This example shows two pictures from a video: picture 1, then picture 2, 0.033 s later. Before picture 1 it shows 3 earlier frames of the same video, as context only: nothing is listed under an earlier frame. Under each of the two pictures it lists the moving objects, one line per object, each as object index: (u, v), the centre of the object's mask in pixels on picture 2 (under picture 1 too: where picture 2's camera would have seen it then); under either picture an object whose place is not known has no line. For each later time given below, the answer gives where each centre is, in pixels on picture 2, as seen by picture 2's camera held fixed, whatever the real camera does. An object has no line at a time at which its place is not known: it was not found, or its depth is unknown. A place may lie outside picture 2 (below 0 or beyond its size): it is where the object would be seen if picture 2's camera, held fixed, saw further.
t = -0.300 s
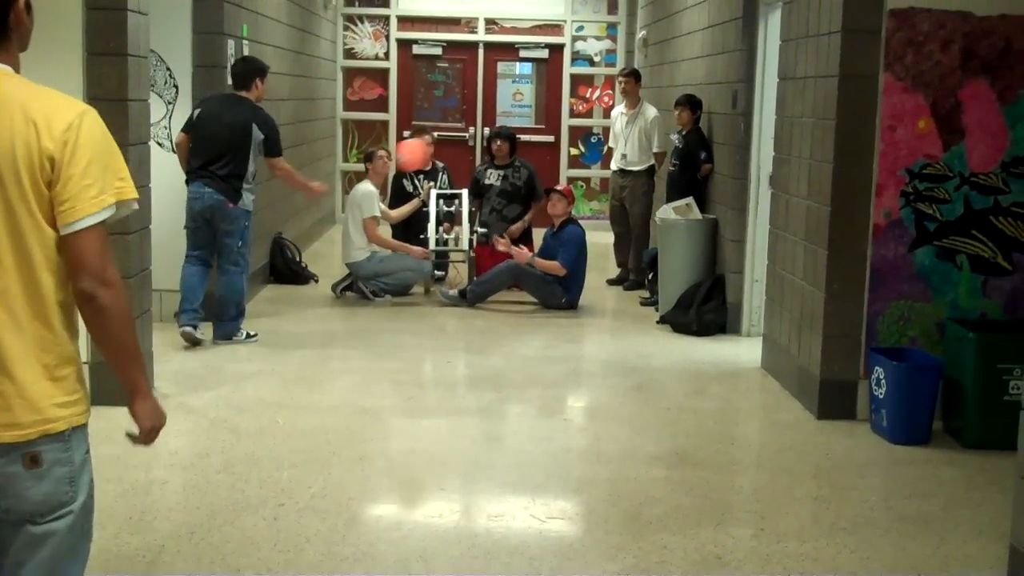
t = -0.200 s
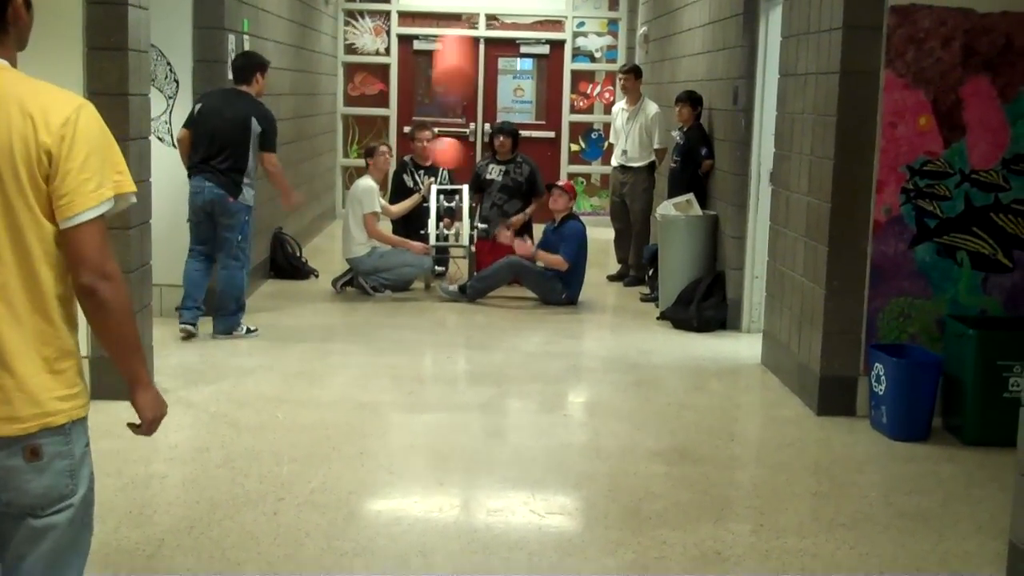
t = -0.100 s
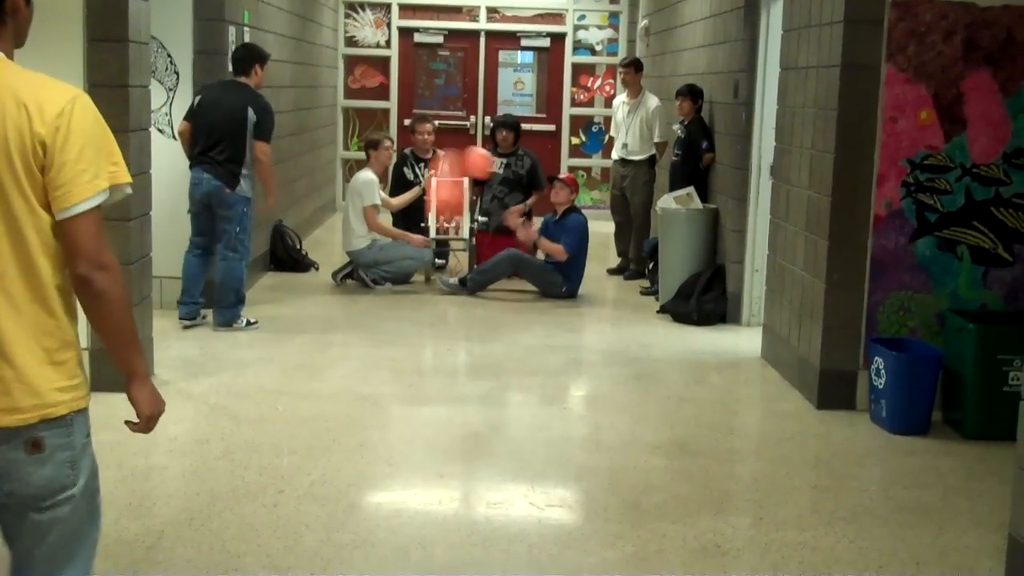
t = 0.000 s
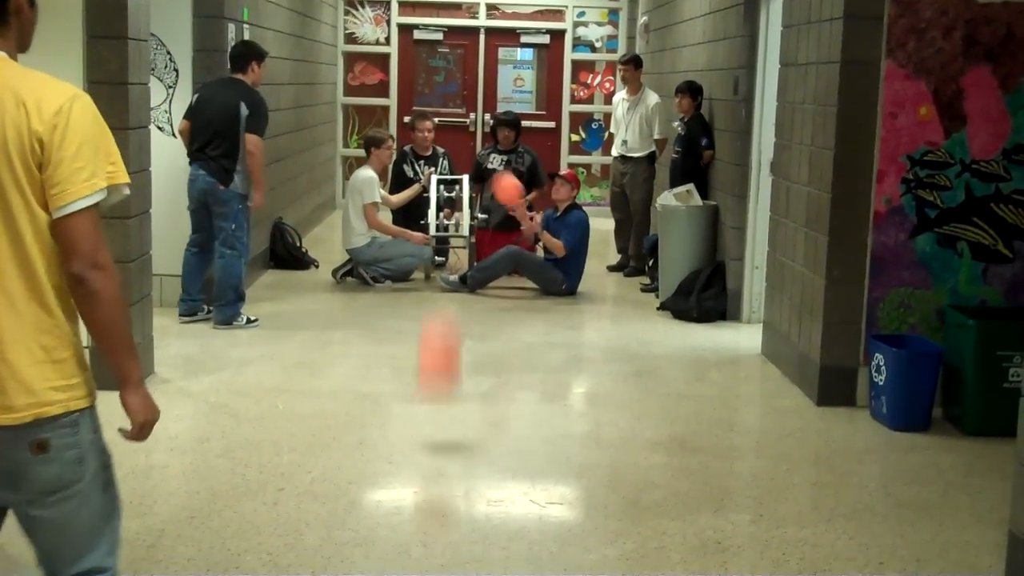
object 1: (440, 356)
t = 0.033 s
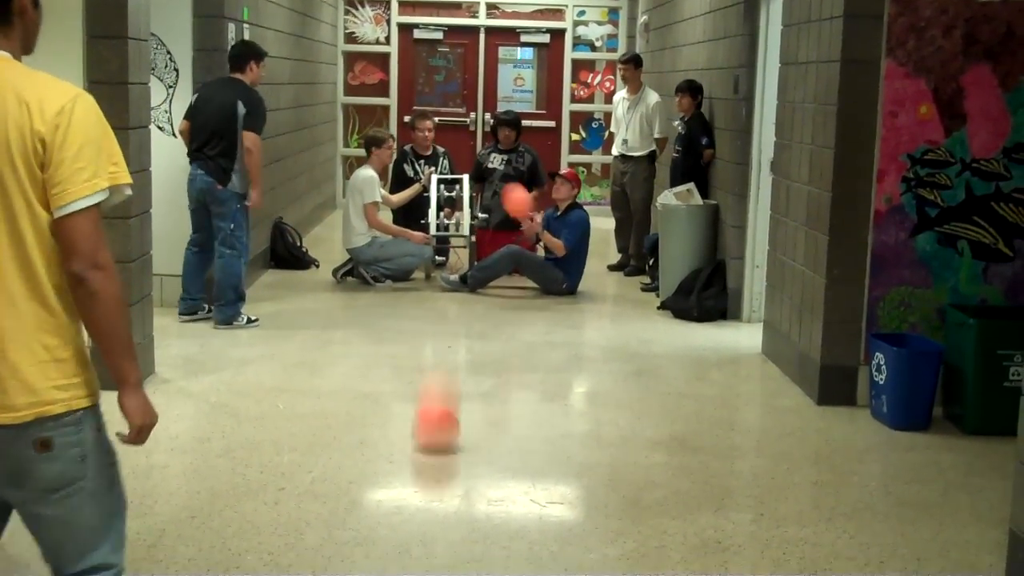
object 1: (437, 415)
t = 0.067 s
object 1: (436, 402)
